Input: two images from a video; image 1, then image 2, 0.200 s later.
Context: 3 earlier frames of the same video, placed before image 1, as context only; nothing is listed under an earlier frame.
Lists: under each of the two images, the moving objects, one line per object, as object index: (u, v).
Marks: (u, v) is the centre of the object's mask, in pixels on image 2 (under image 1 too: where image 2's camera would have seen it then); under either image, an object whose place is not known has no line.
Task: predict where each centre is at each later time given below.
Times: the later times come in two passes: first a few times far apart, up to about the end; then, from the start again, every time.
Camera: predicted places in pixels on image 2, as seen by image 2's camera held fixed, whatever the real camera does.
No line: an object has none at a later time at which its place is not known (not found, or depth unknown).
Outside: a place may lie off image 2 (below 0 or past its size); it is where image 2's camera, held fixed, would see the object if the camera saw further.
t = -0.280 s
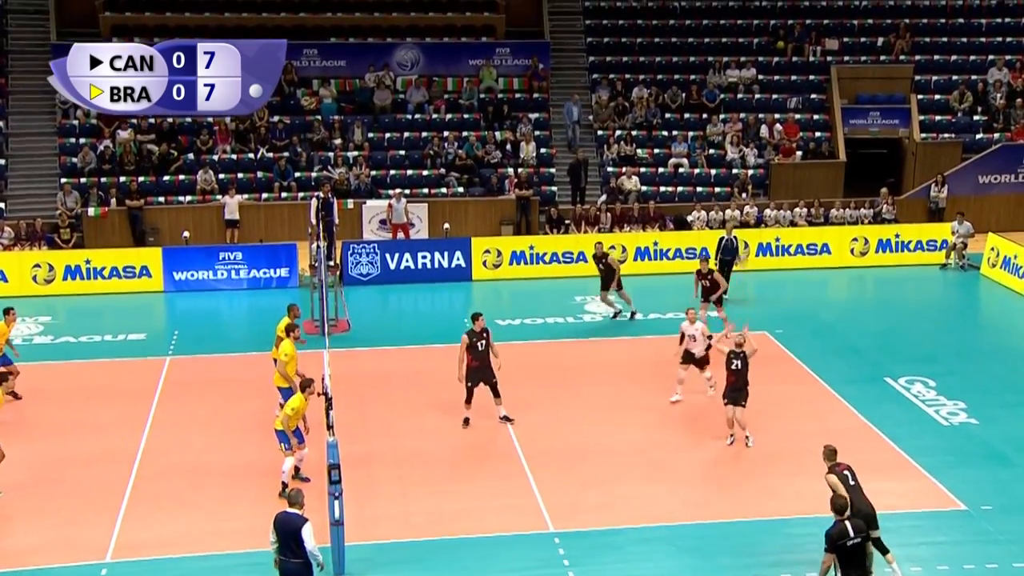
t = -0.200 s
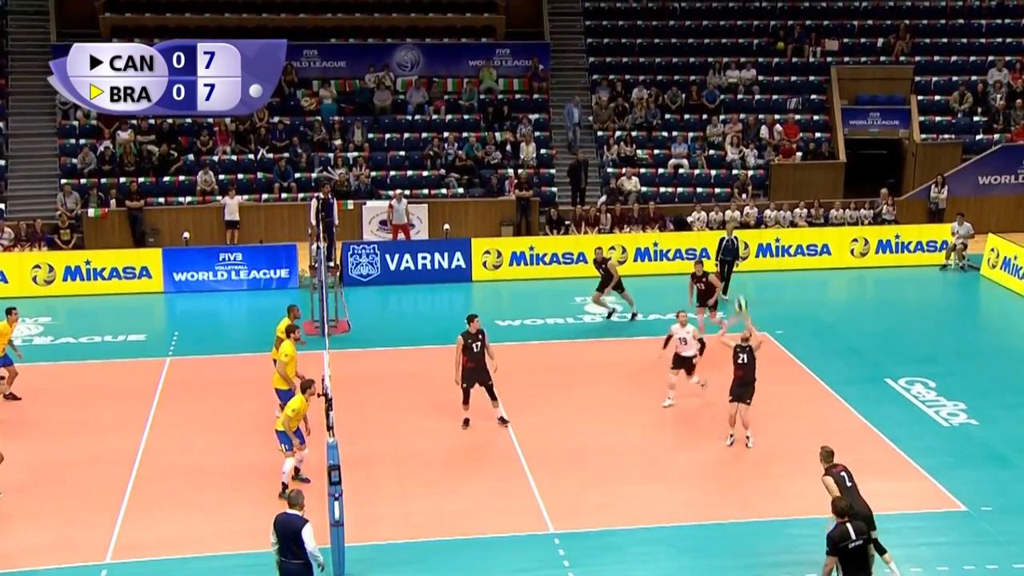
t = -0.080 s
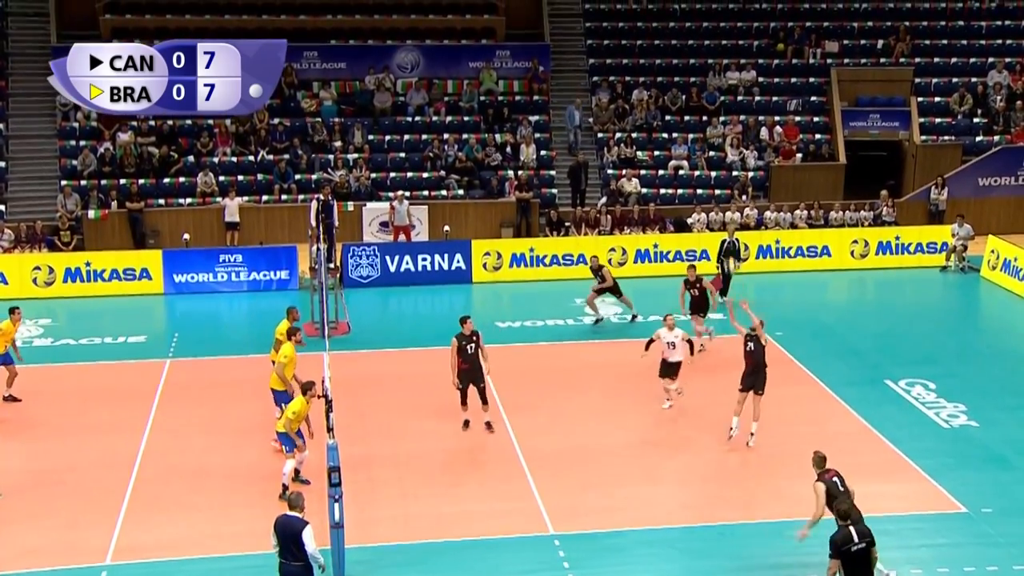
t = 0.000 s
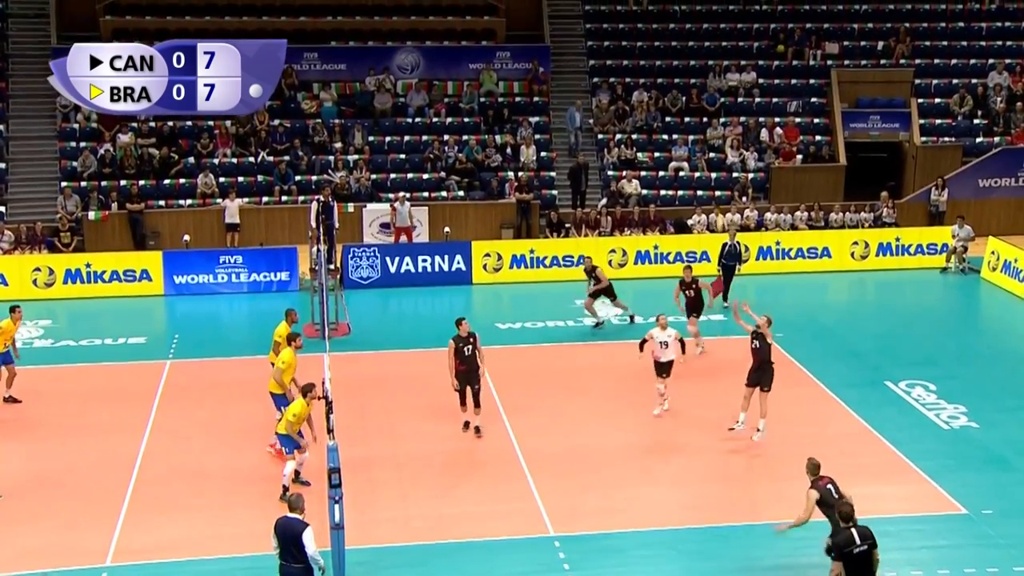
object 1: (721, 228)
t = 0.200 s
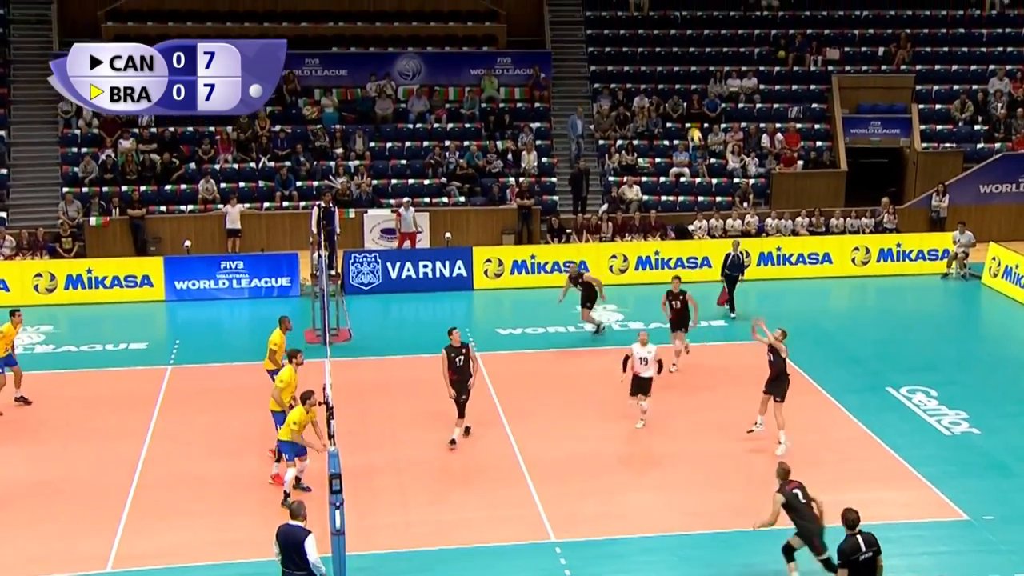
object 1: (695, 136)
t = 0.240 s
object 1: (689, 120)
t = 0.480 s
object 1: (657, 48)
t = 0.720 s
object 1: (625, 14)
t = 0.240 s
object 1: (689, 120)
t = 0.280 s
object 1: (684, 105)
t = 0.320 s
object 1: (679, 92)
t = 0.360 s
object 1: (674, 80)
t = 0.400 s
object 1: (668, 68)
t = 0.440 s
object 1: (662, 57)
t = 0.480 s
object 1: (657, 48)
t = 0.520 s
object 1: (652, 40)
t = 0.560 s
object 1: (647, 33)
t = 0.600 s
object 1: (641, 26)
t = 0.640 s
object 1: (636, 21)
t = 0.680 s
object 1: (630, 17)
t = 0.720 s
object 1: (625, 14)
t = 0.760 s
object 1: (619, 12)
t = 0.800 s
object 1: (614, 12)
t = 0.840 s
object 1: (608, 12)
